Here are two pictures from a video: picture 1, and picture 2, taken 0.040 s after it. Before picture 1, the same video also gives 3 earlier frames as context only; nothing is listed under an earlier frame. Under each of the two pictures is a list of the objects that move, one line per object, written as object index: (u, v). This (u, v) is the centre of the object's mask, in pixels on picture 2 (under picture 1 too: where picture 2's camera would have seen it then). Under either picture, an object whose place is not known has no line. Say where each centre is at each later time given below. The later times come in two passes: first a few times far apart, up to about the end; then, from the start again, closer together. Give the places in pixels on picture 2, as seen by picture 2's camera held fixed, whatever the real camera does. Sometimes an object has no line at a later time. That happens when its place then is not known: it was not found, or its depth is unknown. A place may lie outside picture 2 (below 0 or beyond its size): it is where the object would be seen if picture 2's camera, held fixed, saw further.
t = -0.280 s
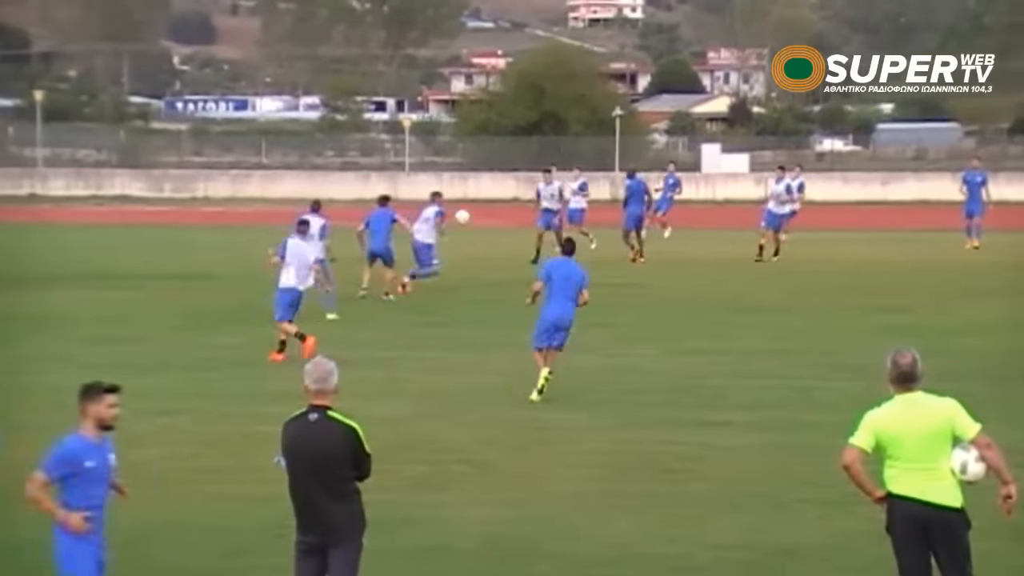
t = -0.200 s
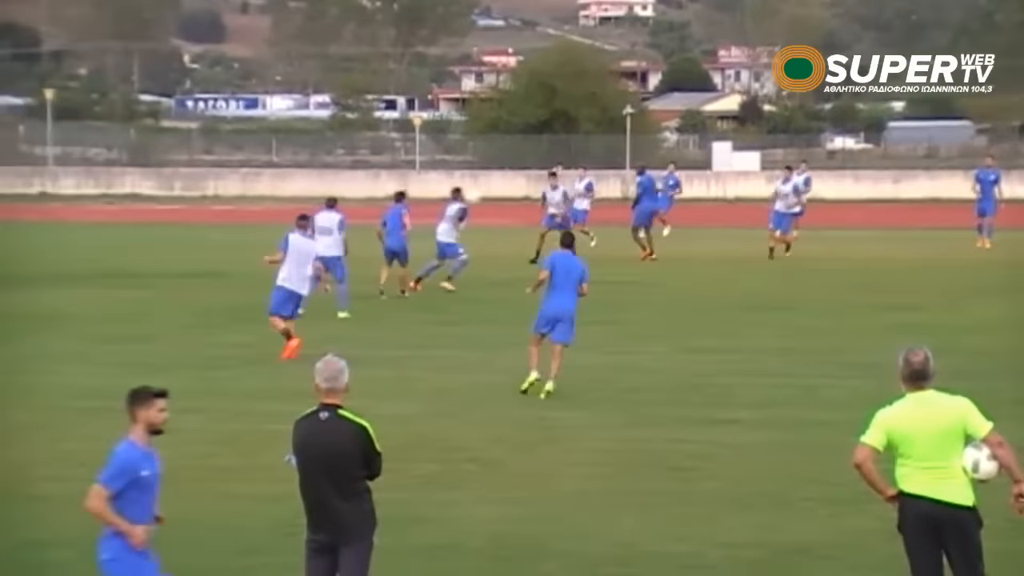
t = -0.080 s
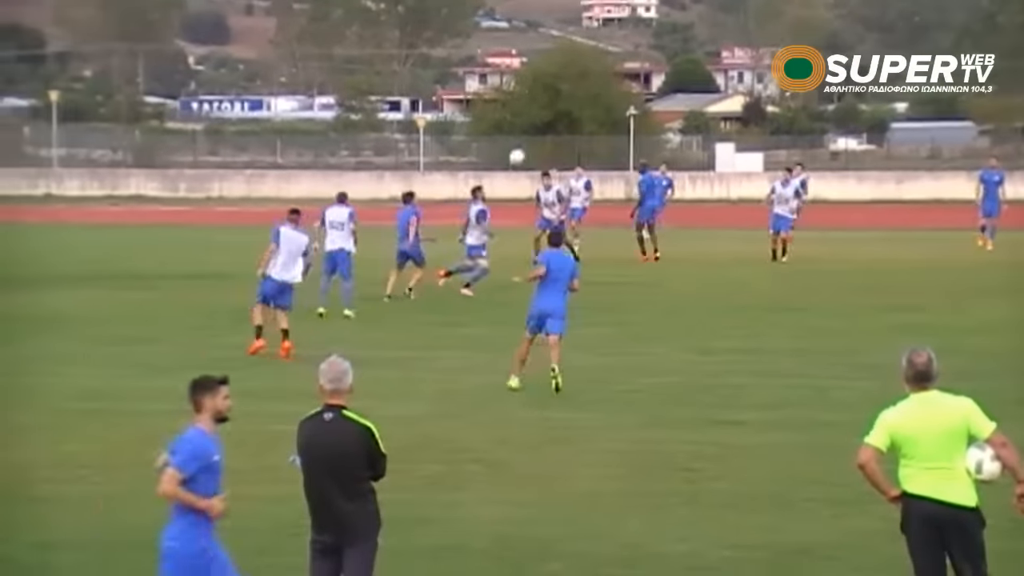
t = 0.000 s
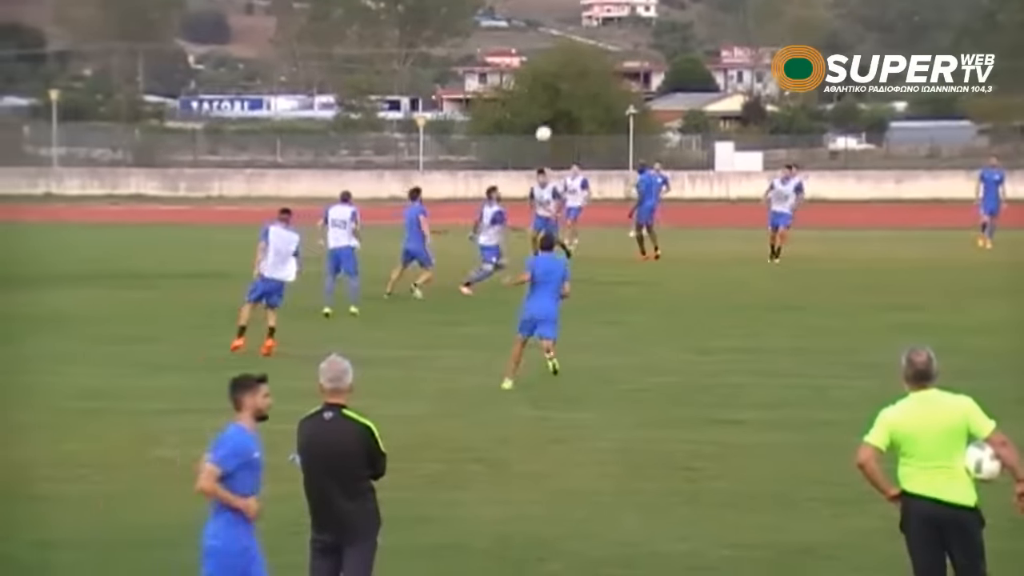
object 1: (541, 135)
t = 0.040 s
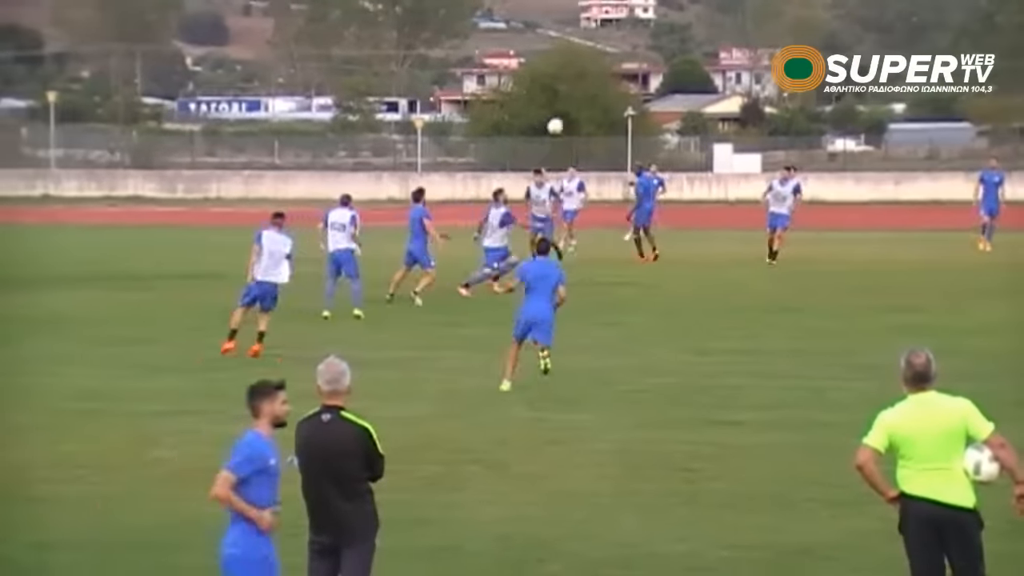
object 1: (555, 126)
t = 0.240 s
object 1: (622, 94)
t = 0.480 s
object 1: (702, 87)
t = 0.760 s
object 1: (796, 129)
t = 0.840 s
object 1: (824, 149)
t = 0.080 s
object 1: (568, 118)
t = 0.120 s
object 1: (582, 109)
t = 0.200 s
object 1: (609, 97)
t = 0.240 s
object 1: (622, 94)
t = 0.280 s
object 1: (636, 90)
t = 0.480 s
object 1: (702, 87)
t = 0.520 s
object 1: (717, 88)
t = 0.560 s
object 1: (729, 94)
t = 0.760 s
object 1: (796, 129)
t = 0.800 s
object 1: (810, 139)
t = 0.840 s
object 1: (824, 149)
